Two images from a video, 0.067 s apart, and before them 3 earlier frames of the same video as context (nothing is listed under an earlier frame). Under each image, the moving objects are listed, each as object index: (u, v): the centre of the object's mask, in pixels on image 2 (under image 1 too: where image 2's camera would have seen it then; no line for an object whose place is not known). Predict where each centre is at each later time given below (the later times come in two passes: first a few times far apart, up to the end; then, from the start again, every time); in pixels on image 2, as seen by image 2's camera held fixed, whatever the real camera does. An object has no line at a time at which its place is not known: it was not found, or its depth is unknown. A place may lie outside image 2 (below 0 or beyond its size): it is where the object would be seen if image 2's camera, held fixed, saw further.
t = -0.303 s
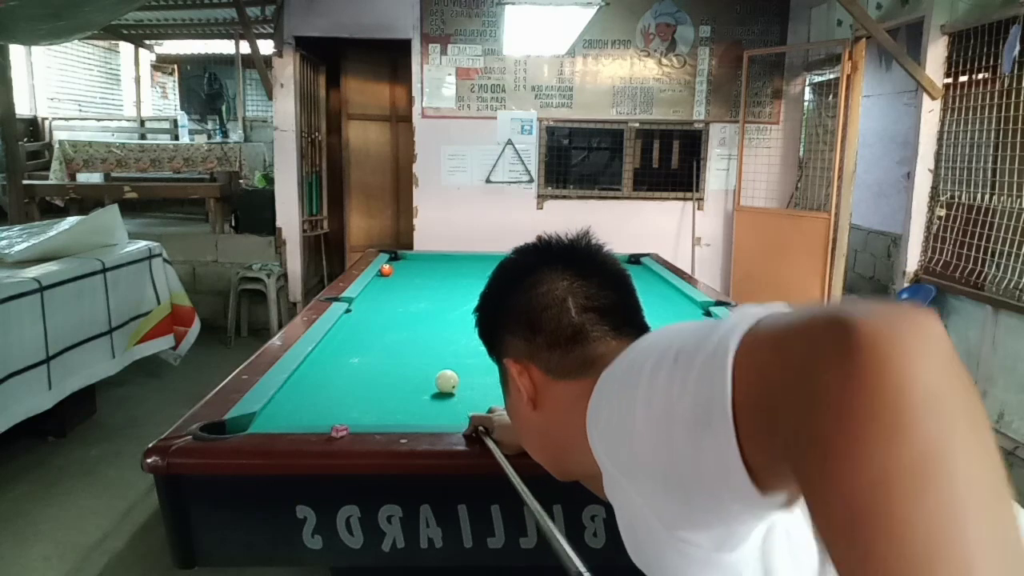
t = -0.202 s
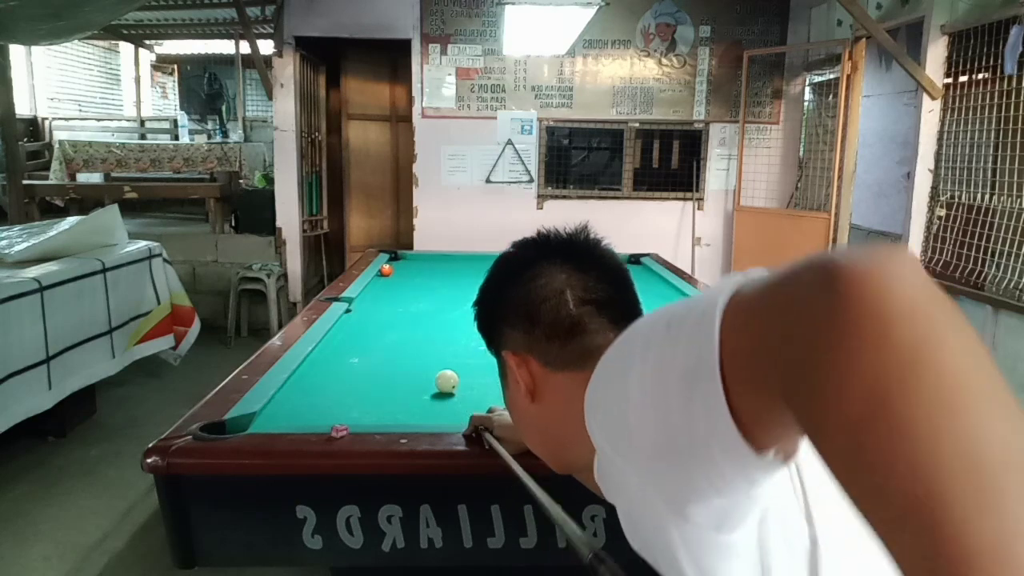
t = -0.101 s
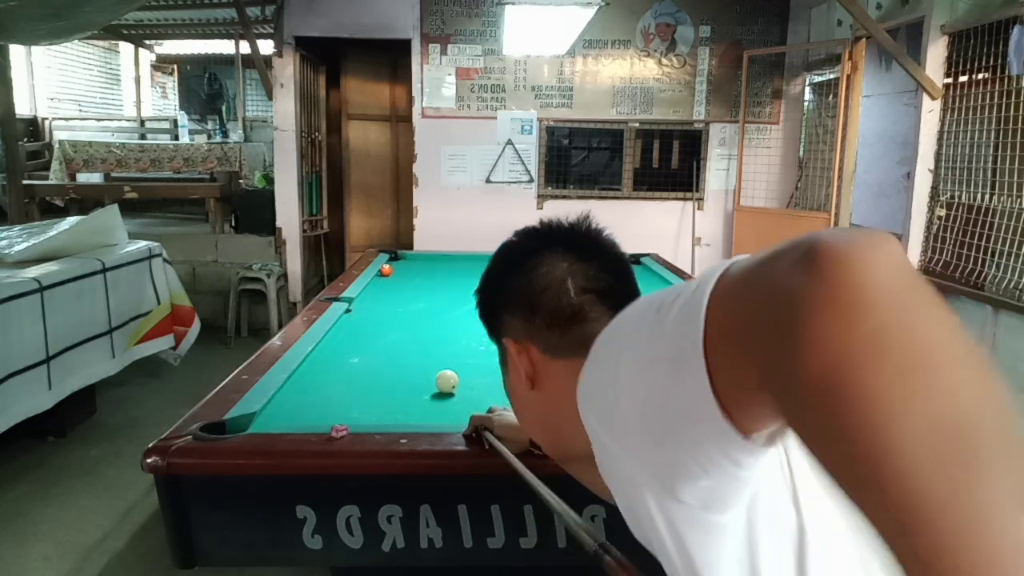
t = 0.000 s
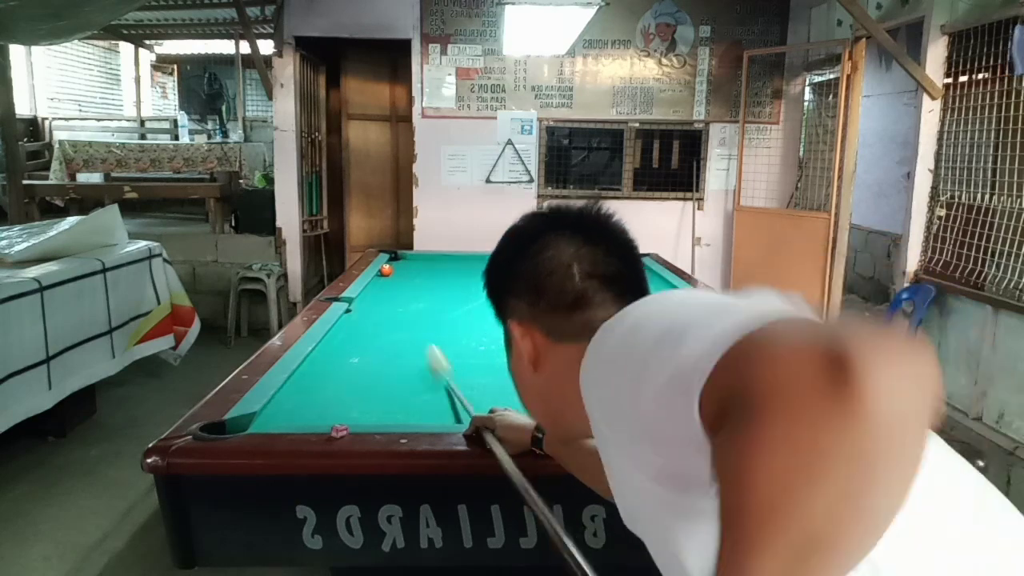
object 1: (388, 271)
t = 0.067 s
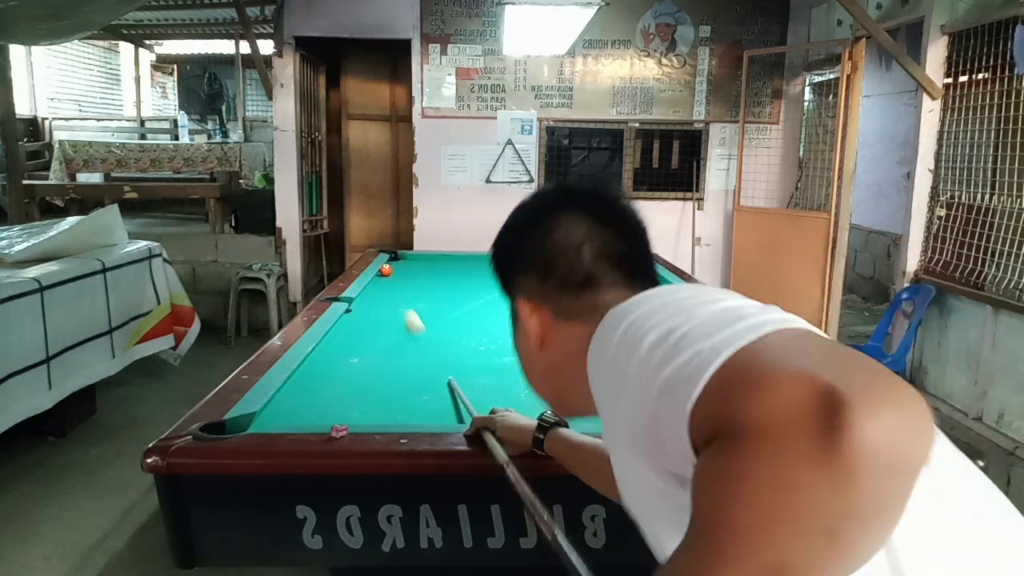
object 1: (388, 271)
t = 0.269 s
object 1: (392, 262)
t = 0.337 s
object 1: (398, 255)
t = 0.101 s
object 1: (388, 271)
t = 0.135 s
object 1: (388, 271)
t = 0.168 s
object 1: (388, 271)
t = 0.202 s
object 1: (390, 269)
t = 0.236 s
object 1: (390, 265)
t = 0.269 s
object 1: (392, 262)
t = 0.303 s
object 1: (397, 259)
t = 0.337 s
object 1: (398, 255)
